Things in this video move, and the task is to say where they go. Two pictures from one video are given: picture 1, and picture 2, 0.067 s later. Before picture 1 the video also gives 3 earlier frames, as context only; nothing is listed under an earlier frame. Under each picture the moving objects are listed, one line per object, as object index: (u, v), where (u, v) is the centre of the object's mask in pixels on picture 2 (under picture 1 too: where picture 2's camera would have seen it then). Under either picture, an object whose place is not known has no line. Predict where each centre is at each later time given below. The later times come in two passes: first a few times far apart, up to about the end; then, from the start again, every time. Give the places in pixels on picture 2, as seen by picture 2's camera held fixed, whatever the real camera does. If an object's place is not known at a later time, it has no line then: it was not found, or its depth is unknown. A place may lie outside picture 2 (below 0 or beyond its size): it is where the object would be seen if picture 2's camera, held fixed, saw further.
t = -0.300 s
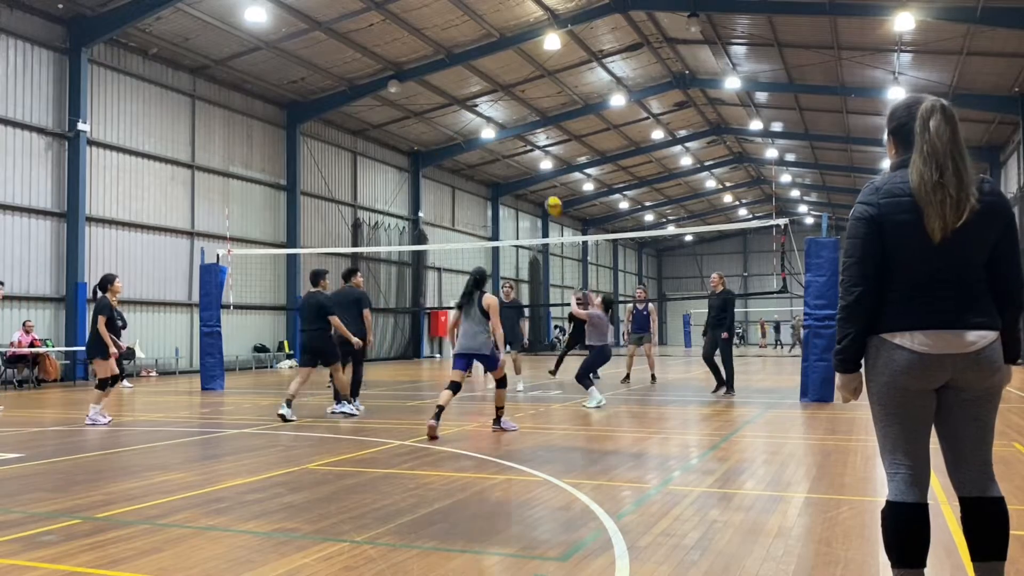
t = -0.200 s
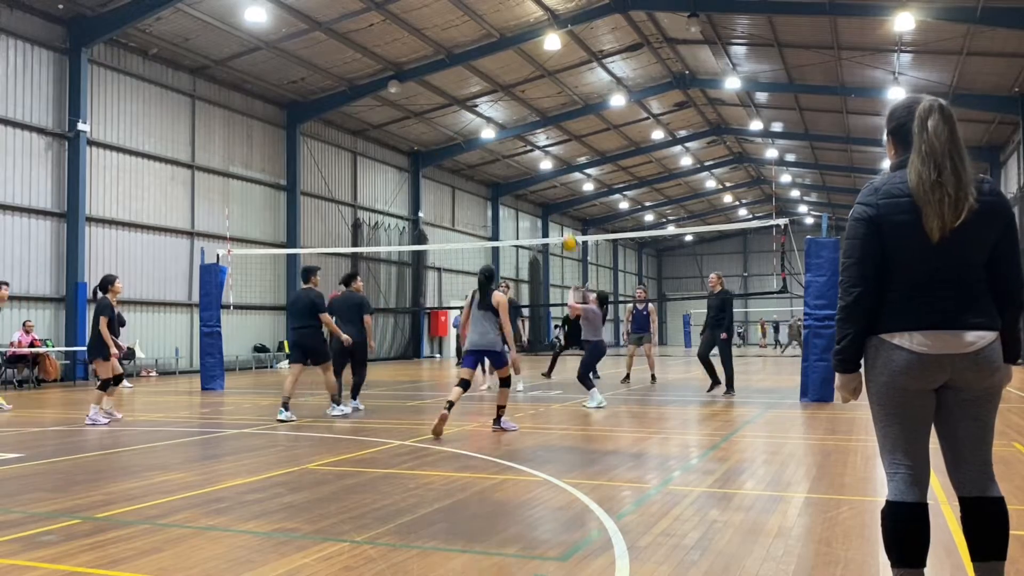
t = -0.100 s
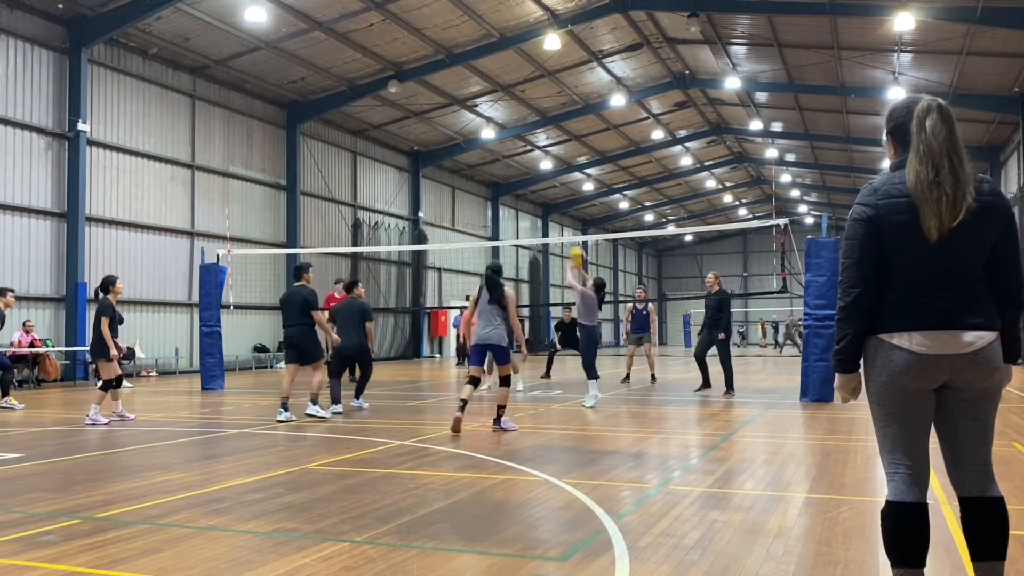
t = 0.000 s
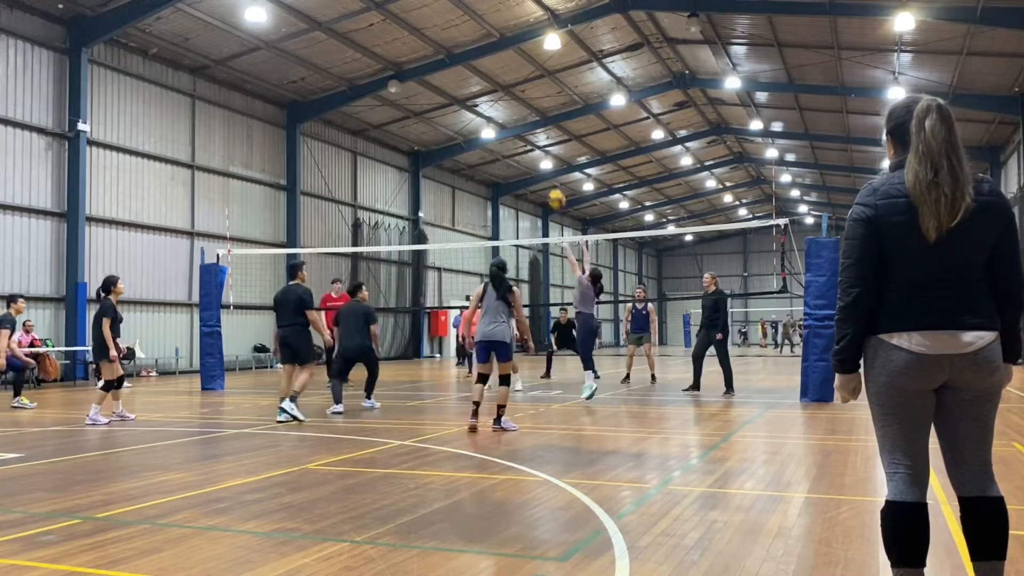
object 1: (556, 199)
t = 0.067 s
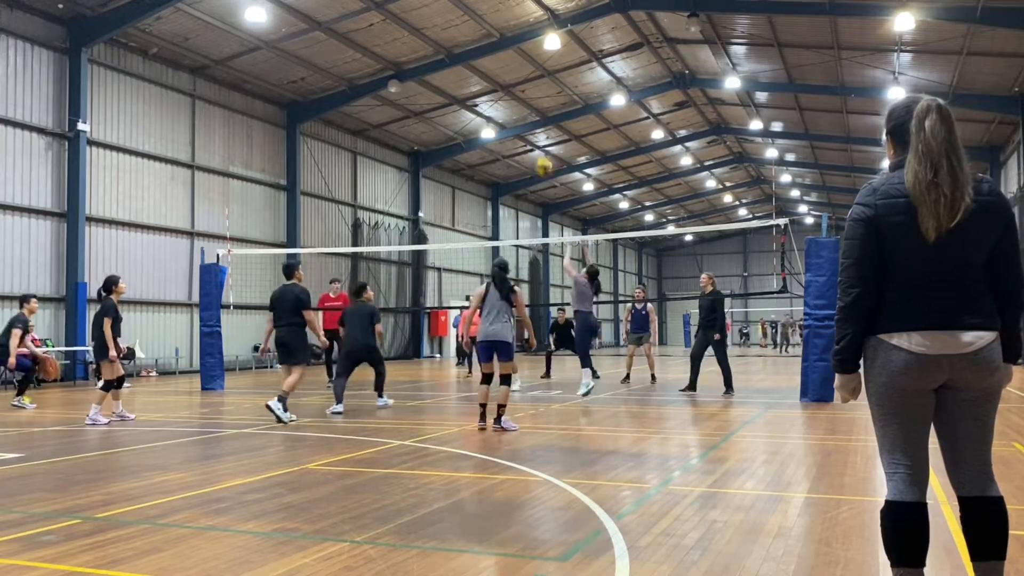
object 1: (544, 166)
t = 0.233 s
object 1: (511, 101)
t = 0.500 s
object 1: (467, 47)
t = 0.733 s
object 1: (430, 43)
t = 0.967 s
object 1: (395, 77)
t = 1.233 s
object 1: (359, 157)
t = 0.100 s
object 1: (536, 152)
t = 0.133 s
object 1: (530, 137)
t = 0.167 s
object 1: (524, 125)
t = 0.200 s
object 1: (519, 112)
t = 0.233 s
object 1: (511, 101)
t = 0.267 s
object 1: (506, 91)
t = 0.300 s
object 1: (500, 83)
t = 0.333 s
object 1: (494, 74)
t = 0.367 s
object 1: (489, 67)
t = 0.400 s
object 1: (483, 60)
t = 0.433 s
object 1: (477, 56)
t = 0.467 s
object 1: (472, 51)
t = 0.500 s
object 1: (467, 47)
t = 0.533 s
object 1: (461, 44)
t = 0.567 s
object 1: (456, 43)
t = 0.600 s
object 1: (450, 41)
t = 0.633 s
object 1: (446, 40)
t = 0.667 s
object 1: (440, 40)
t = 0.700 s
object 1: (435, 41)
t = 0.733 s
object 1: (430, 43)
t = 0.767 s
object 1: (425, 45)
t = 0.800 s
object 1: (420, 49)
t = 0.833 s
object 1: (415, 53)
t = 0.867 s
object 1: (410, 59)
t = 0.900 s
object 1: (405, 64)
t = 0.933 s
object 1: (401, 70)
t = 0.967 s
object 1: (395, 77)
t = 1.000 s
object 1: (390, 84)
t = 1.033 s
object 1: (385, 93)
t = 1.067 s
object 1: (382, 102)
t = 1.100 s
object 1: (377, 111)
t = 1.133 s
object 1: (372, 122)
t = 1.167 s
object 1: (368, 133)
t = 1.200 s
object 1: (364, 145)
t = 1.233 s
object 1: (359, 157)
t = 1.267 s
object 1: (355, 170)
